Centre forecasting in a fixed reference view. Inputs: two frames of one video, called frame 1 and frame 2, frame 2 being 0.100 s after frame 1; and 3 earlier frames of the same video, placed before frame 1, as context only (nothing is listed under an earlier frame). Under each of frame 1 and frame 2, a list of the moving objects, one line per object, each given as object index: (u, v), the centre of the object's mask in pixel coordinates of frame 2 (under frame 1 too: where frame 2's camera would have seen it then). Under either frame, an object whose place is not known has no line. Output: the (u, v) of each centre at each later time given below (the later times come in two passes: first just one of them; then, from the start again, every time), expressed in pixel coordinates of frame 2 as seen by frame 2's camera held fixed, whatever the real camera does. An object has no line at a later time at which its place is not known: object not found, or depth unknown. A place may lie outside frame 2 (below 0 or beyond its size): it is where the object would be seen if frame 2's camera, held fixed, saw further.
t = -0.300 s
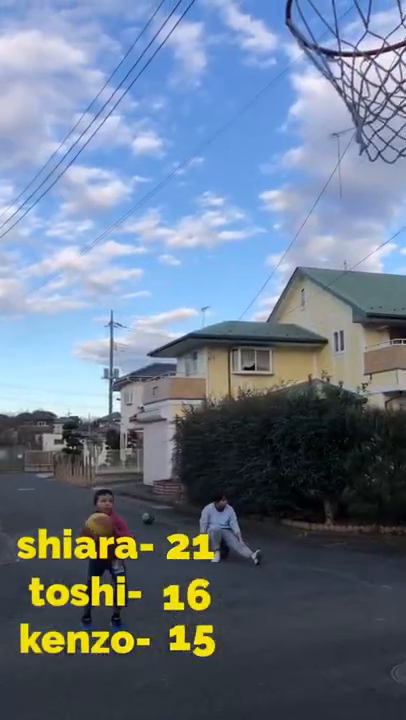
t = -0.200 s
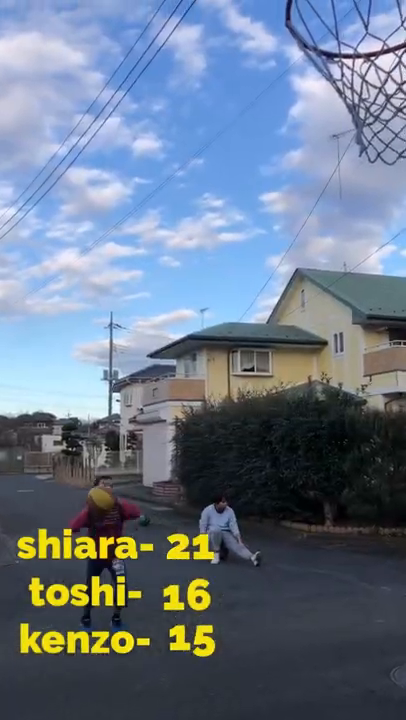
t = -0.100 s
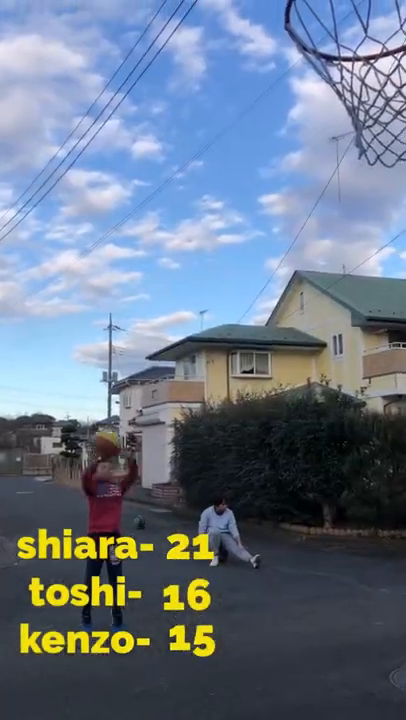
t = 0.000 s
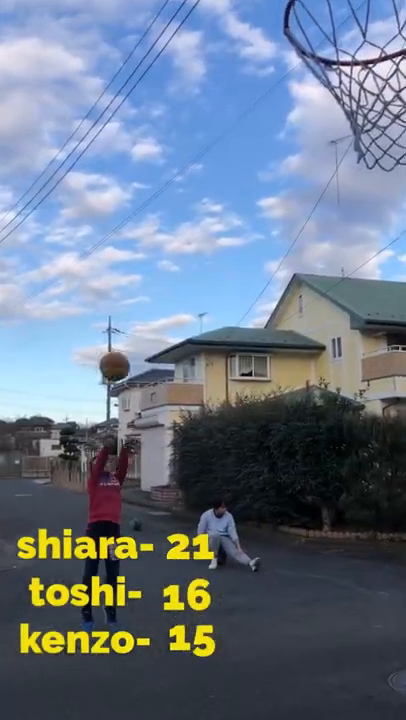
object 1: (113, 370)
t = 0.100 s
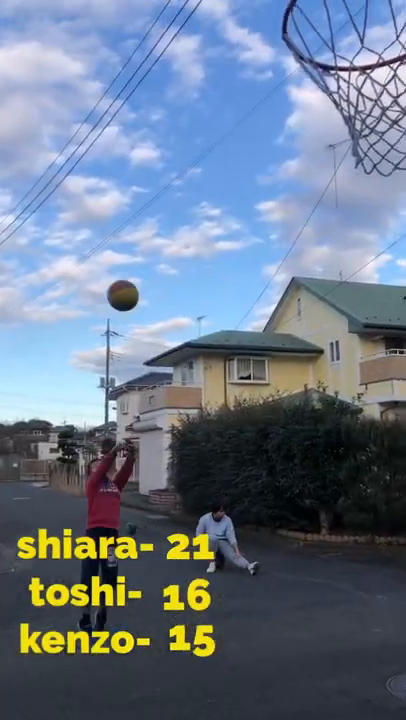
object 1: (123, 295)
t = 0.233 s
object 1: (137, 207)
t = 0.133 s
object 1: (126, 272)
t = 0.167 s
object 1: (130, 250)
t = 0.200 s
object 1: (133, 228)
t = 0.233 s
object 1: (137, 207)
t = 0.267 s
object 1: (141, 187)
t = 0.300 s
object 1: (145, 167)
